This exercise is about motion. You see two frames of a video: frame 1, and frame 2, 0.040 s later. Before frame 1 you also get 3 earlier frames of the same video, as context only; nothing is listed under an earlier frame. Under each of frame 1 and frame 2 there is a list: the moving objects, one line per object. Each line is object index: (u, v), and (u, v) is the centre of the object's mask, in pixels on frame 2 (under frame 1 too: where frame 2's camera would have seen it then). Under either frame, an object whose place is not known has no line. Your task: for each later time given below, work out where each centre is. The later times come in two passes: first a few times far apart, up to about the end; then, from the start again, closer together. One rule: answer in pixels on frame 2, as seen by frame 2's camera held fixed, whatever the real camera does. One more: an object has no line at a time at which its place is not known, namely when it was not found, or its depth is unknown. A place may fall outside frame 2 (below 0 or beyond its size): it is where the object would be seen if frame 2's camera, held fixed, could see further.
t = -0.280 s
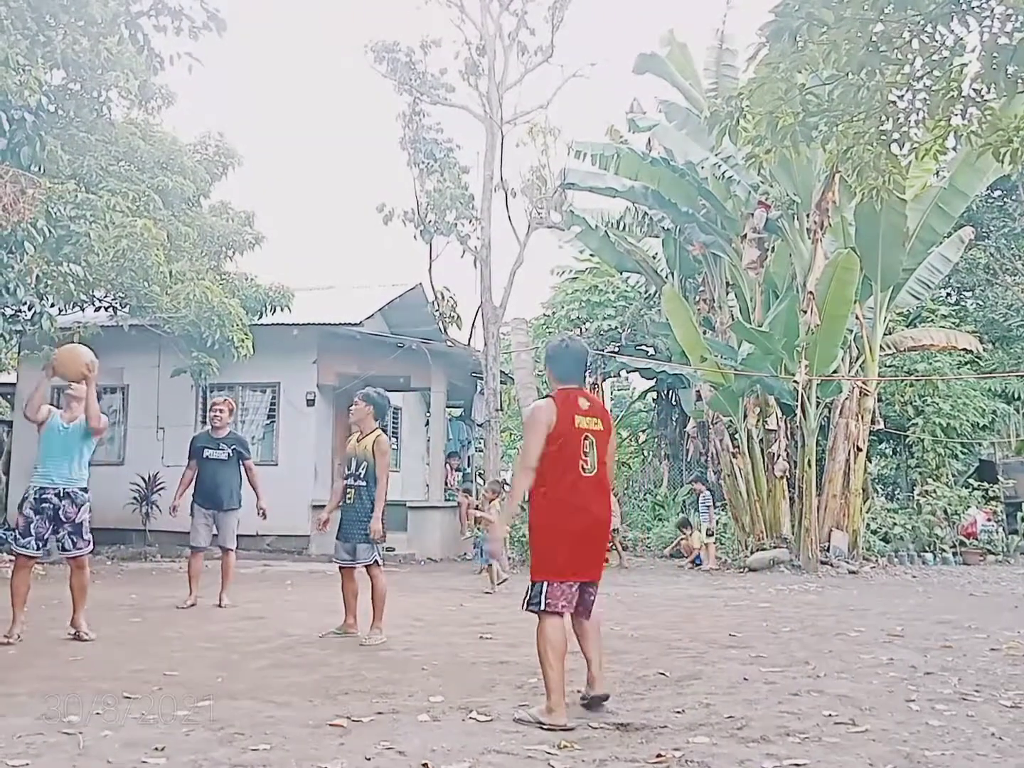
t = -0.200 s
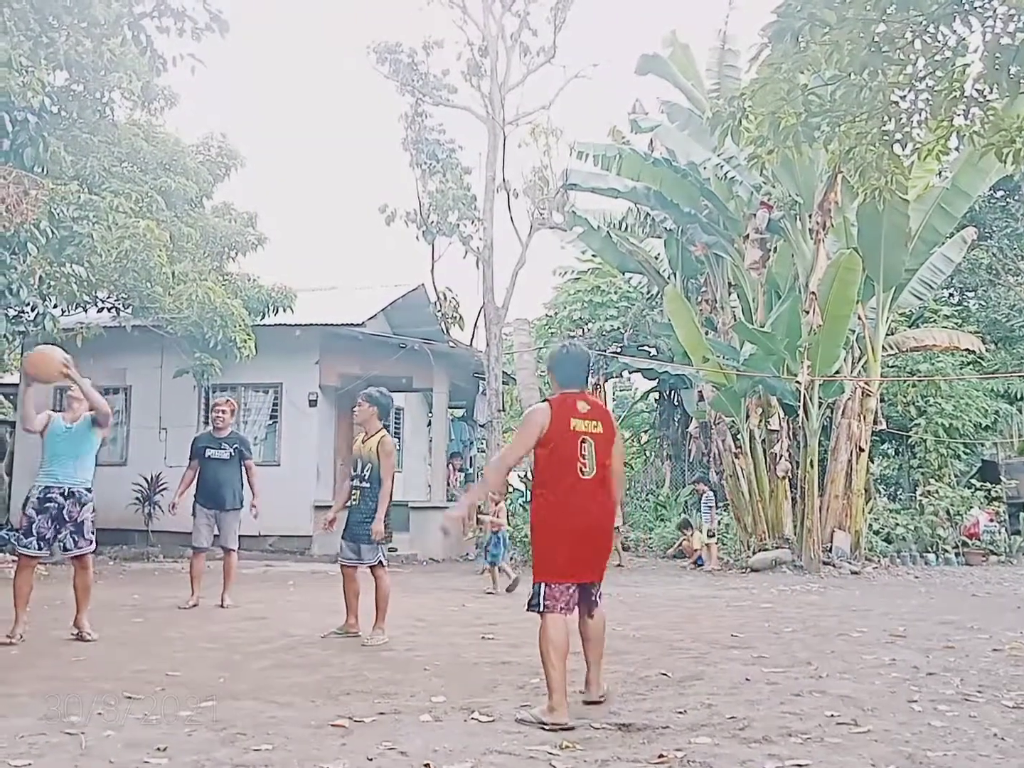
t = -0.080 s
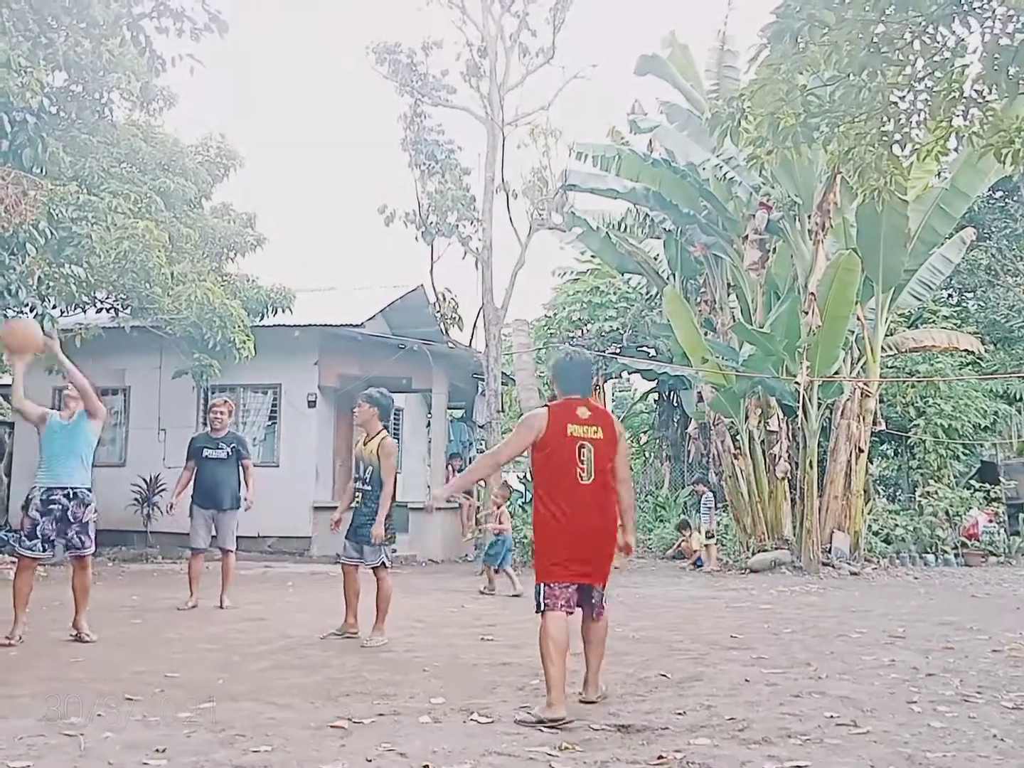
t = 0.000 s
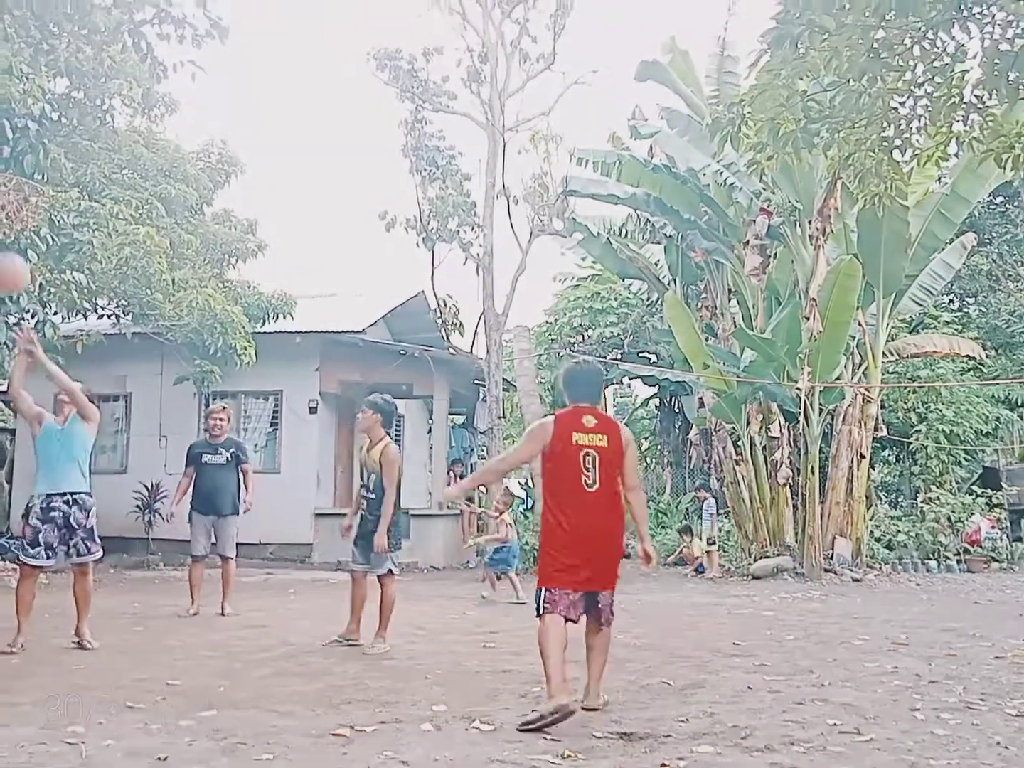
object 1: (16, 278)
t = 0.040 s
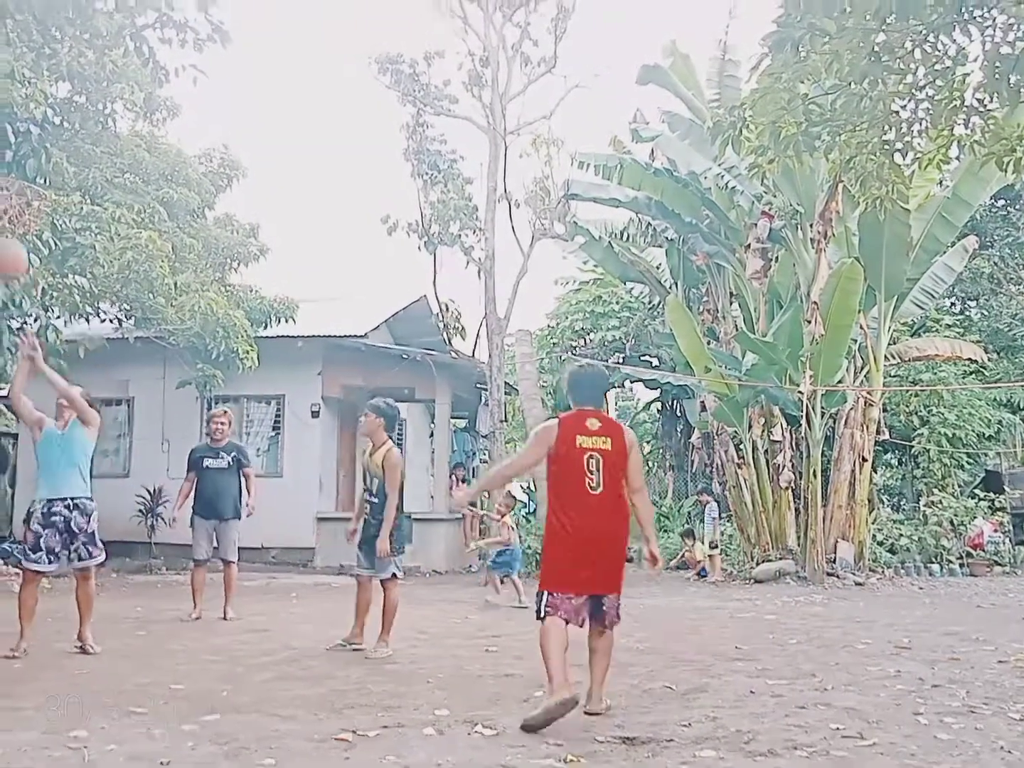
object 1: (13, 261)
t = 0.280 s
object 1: (2, 170)
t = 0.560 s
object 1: (45, 171)
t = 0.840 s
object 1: (42, 171)
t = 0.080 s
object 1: (9, 238)
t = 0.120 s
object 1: (7, 225)
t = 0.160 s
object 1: (4, 210)
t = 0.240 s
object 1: (-1, 174)
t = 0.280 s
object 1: (2, 170)
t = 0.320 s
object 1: (6, 168)
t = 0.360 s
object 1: (11, 167)
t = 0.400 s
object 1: (19, 165)
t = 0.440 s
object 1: (38, 171)
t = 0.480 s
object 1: (44, 174)
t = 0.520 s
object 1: (46, 174)
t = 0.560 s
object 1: (45, 171)
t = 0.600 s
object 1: (45, 171)
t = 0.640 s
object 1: (44, 171)
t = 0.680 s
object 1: (43, 174)
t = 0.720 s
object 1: (43, 172)
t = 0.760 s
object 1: (43, 171)
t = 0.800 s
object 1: (43, 172)
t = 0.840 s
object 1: (42, 171)
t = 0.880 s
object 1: (42, 170)
